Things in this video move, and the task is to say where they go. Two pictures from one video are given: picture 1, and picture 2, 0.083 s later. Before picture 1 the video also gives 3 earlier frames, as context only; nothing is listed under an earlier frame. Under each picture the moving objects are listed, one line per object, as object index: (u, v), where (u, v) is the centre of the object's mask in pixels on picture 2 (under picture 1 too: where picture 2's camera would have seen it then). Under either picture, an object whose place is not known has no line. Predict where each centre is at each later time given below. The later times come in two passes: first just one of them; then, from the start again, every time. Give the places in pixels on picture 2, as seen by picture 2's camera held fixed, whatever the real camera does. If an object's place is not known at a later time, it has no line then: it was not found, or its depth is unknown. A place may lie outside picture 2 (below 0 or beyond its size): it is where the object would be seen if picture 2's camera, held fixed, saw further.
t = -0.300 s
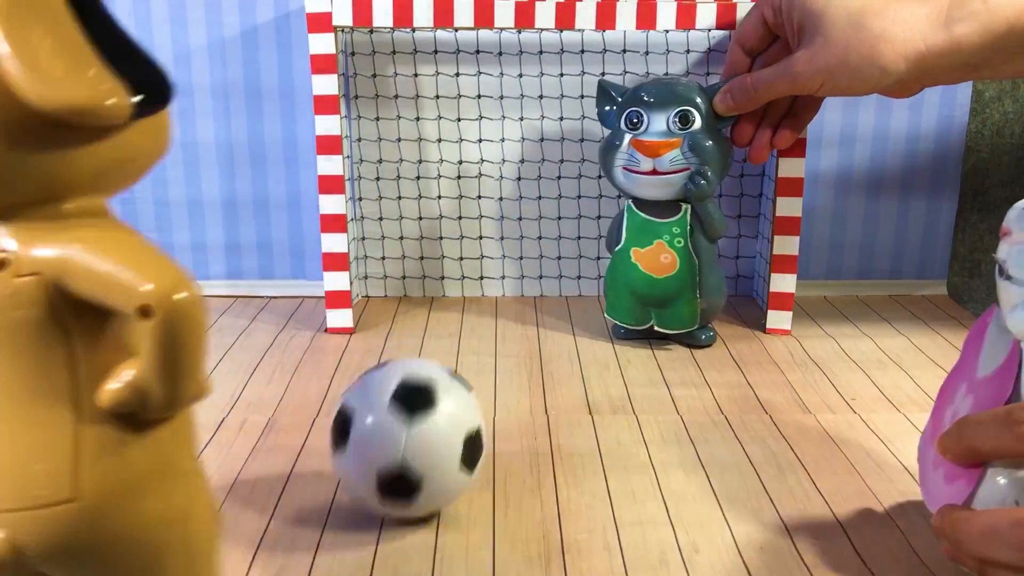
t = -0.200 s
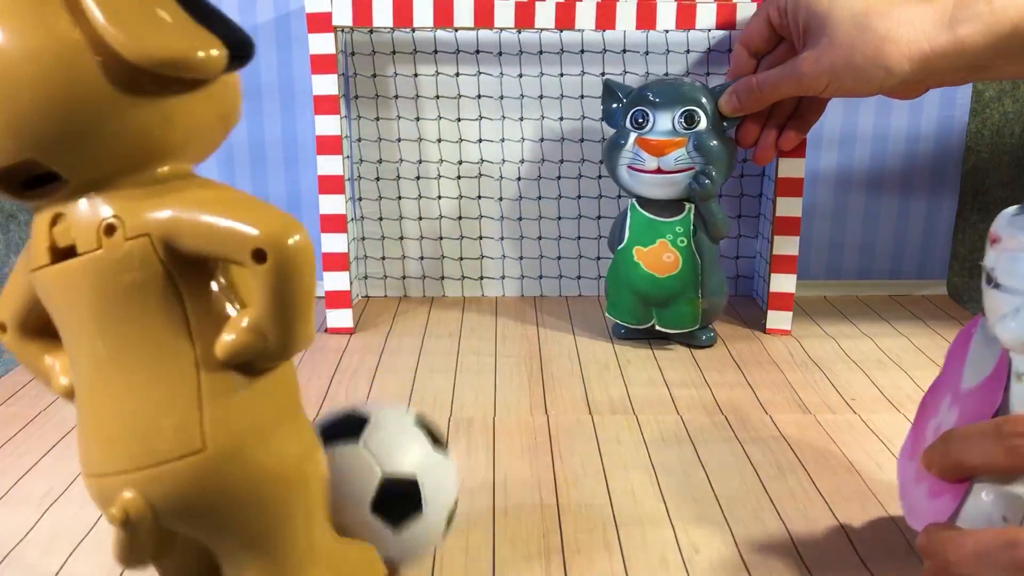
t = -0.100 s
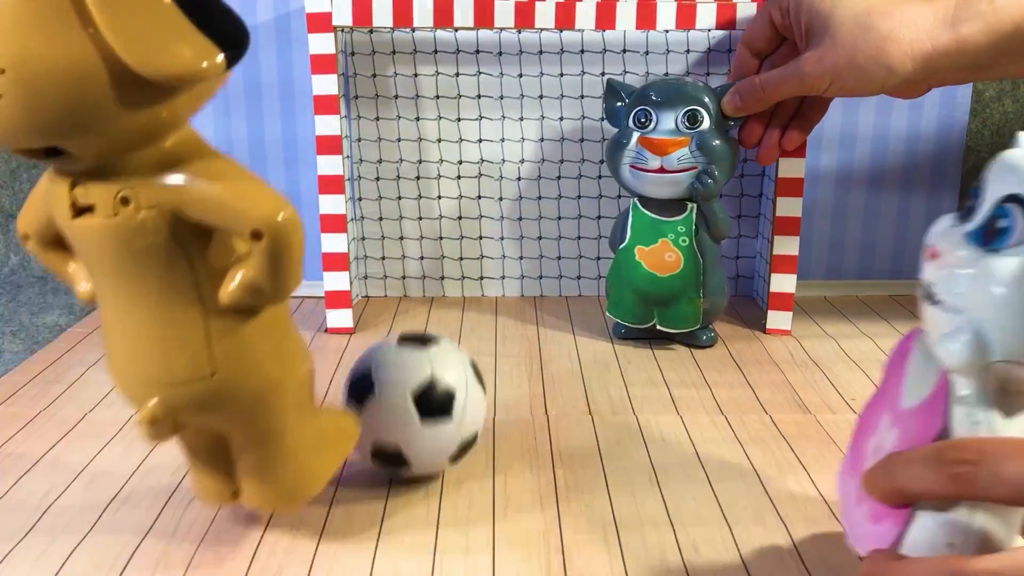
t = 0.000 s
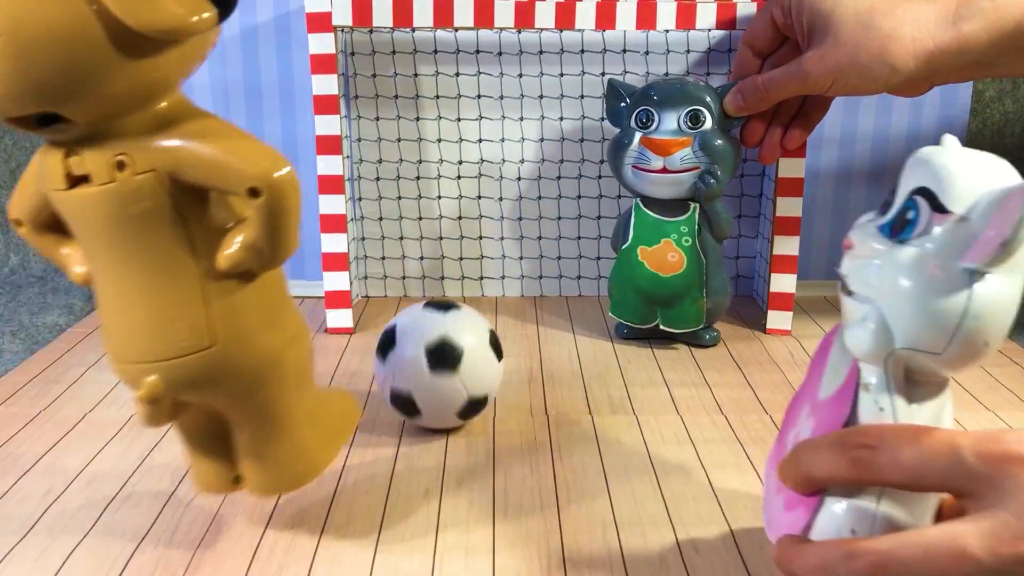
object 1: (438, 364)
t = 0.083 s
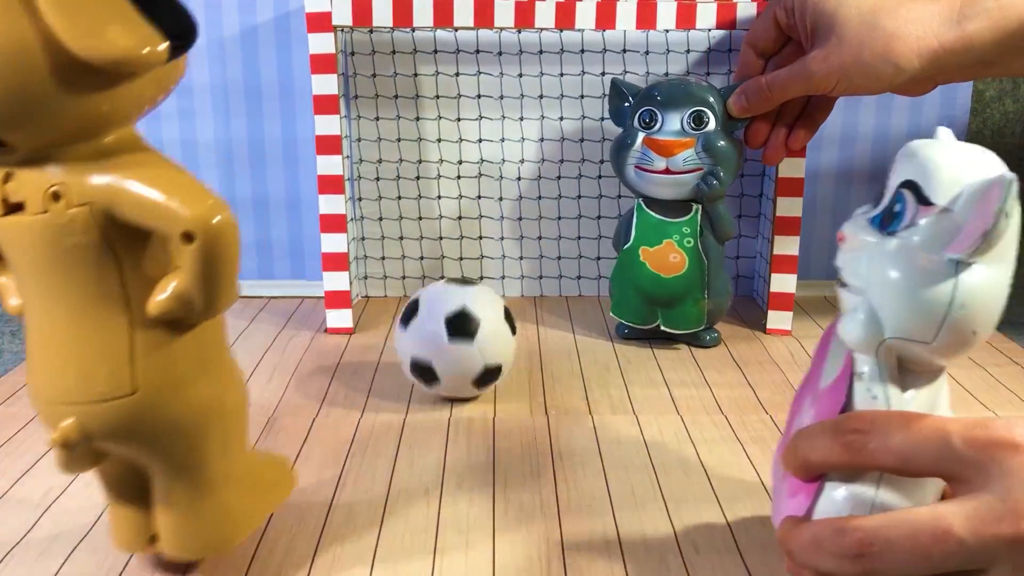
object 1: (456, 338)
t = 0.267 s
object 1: (497, 295)
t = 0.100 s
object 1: (460, 333)
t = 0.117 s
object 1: (464, 329)
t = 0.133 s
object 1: (467, 325)
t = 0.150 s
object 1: (471, 321)
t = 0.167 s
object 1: (474, 316)
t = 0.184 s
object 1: (478, 312)
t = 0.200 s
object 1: (482, 308)
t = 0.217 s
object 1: (486, 304)
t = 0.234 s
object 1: (490, 302)
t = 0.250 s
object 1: (494, 298)
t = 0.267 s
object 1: (497, 295)
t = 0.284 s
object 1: (502, 291)
